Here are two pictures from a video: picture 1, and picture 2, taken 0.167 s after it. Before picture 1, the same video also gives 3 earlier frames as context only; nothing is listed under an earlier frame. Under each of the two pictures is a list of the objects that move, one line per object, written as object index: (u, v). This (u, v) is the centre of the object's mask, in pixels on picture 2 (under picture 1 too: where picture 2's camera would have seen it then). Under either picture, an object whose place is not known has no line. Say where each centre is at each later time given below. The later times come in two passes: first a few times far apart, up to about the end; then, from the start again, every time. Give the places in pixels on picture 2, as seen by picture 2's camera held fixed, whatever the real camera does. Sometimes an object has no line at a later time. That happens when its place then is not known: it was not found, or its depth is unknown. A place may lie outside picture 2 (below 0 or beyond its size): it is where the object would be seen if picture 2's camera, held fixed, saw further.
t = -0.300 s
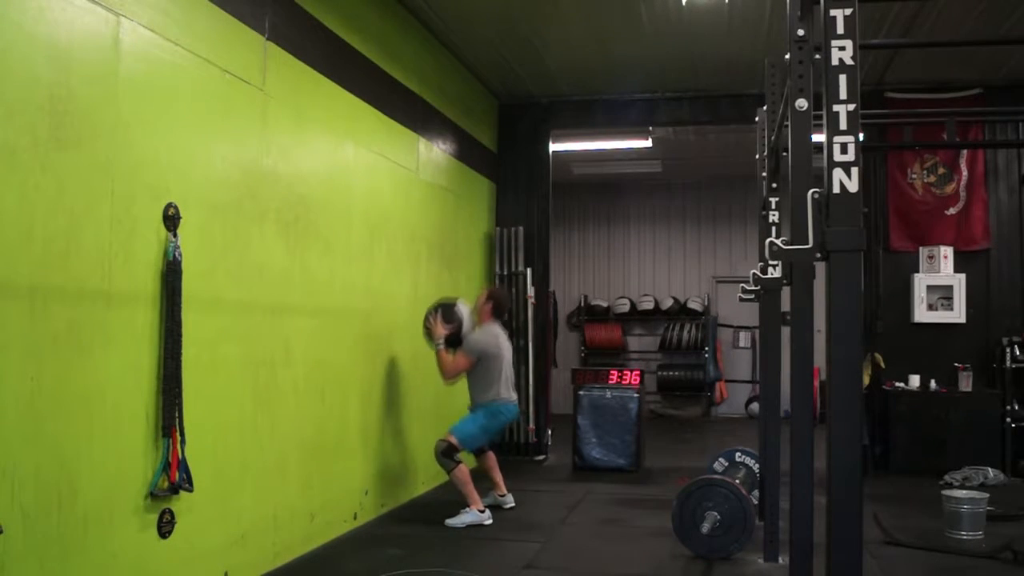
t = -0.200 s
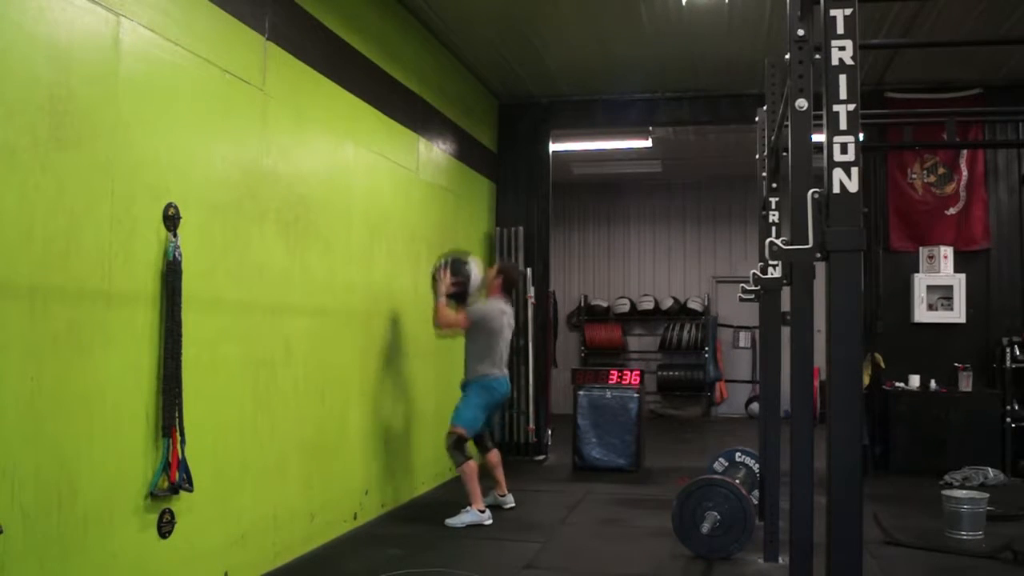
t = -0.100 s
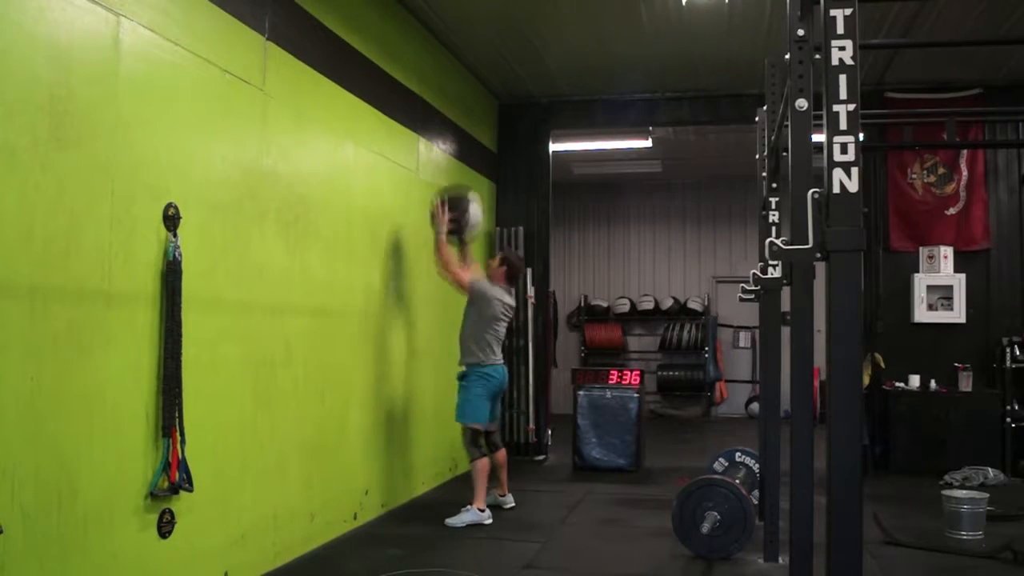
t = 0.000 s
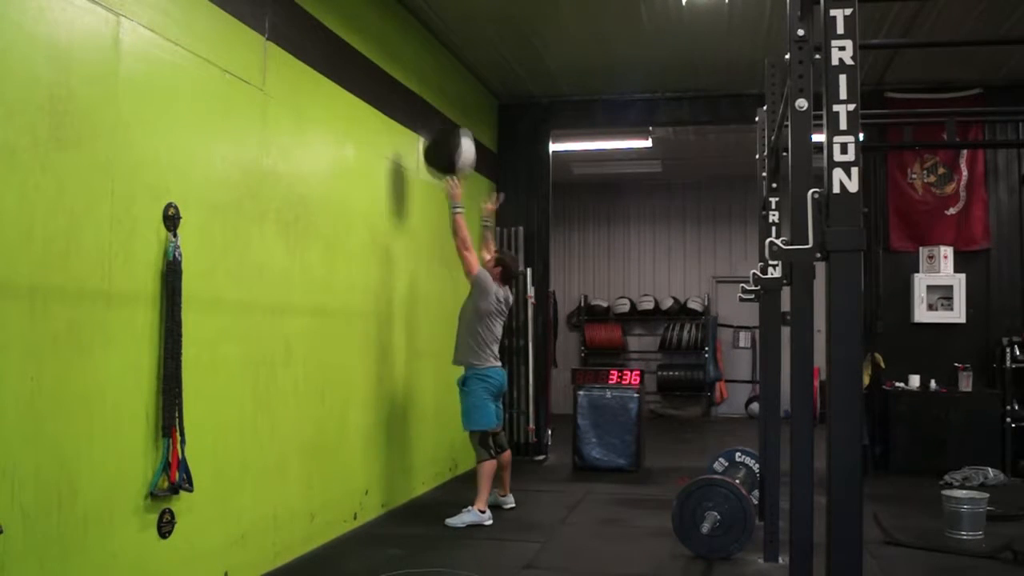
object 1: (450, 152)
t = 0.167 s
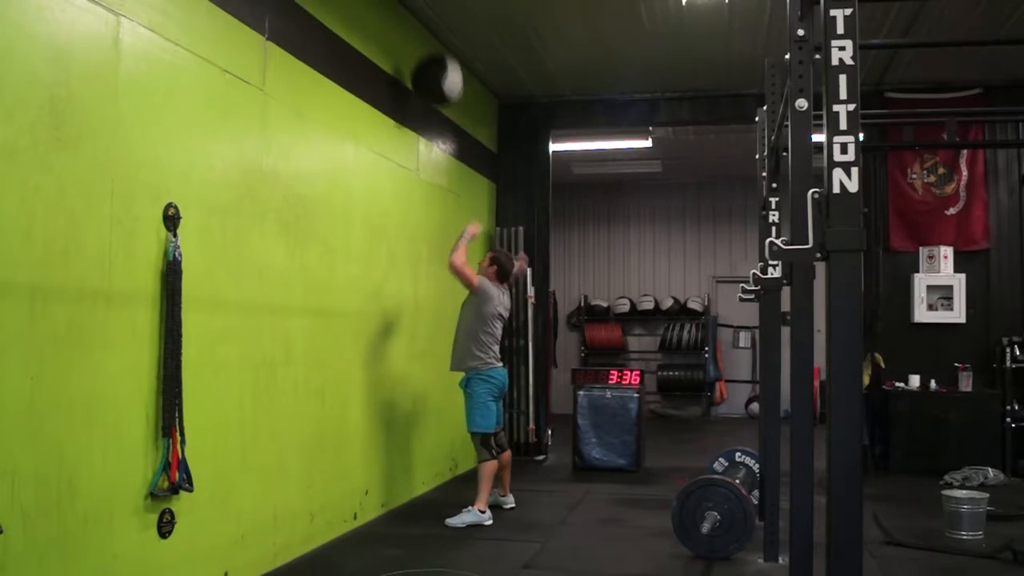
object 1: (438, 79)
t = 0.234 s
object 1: (432, 62)
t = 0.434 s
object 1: (419, 44)
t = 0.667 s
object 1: (431, 79)
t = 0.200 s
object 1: (435, 70)
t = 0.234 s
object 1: (432, 62)
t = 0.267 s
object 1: (429, 56)
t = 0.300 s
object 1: (427, 50)
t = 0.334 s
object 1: (423, 47)
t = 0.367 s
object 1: (420, 44)
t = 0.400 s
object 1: (419, 44)
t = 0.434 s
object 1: (419, 44)
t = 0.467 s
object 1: (420, 45)
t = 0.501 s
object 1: (421, 47)
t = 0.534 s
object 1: (423, 51)
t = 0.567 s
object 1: (424, 56)
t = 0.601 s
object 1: (426, 63)
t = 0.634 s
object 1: (428, 71)
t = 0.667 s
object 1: (431, 79)
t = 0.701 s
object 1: (432, 92)
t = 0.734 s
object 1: (433, 108)
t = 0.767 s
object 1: (434, 123)
